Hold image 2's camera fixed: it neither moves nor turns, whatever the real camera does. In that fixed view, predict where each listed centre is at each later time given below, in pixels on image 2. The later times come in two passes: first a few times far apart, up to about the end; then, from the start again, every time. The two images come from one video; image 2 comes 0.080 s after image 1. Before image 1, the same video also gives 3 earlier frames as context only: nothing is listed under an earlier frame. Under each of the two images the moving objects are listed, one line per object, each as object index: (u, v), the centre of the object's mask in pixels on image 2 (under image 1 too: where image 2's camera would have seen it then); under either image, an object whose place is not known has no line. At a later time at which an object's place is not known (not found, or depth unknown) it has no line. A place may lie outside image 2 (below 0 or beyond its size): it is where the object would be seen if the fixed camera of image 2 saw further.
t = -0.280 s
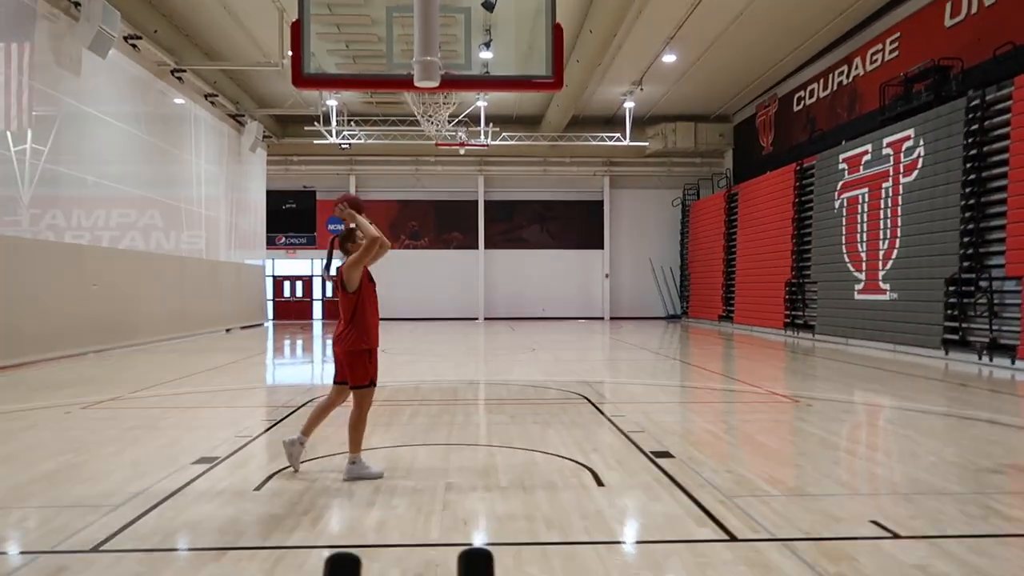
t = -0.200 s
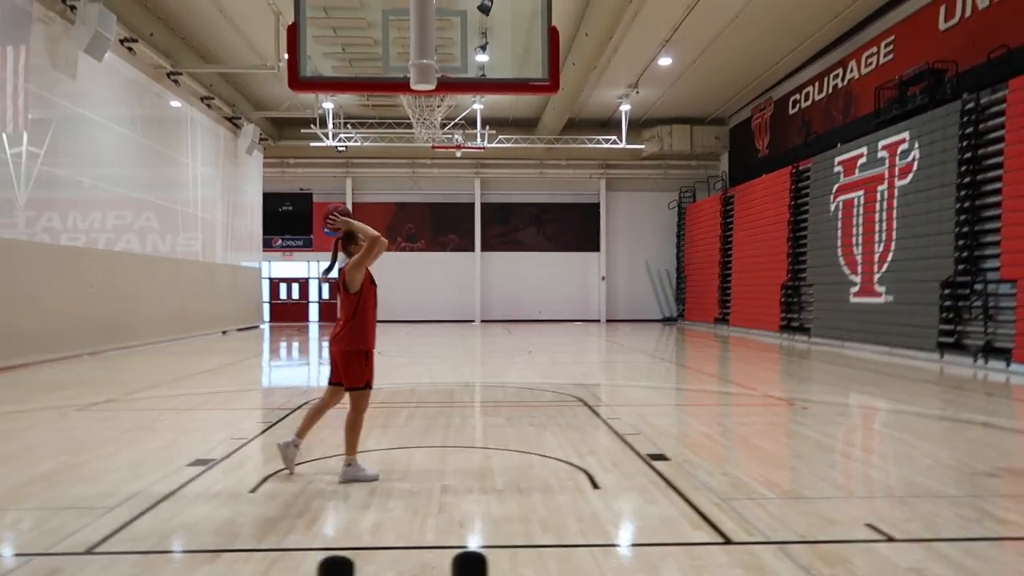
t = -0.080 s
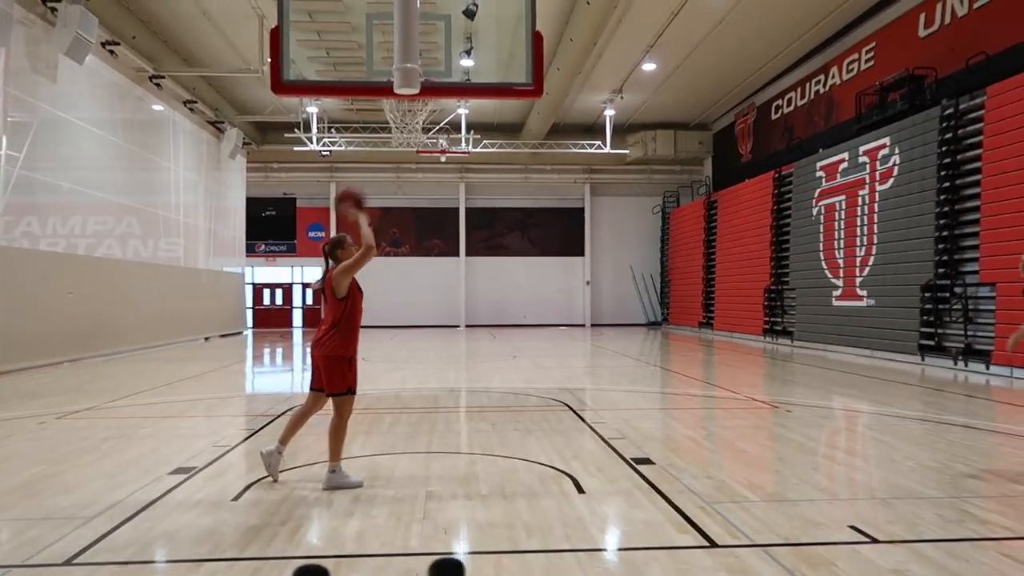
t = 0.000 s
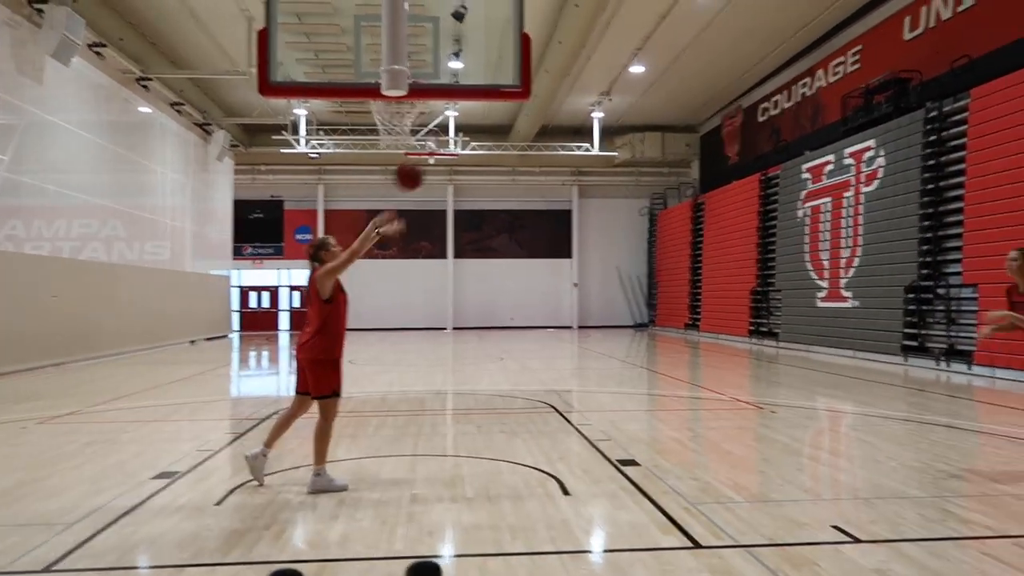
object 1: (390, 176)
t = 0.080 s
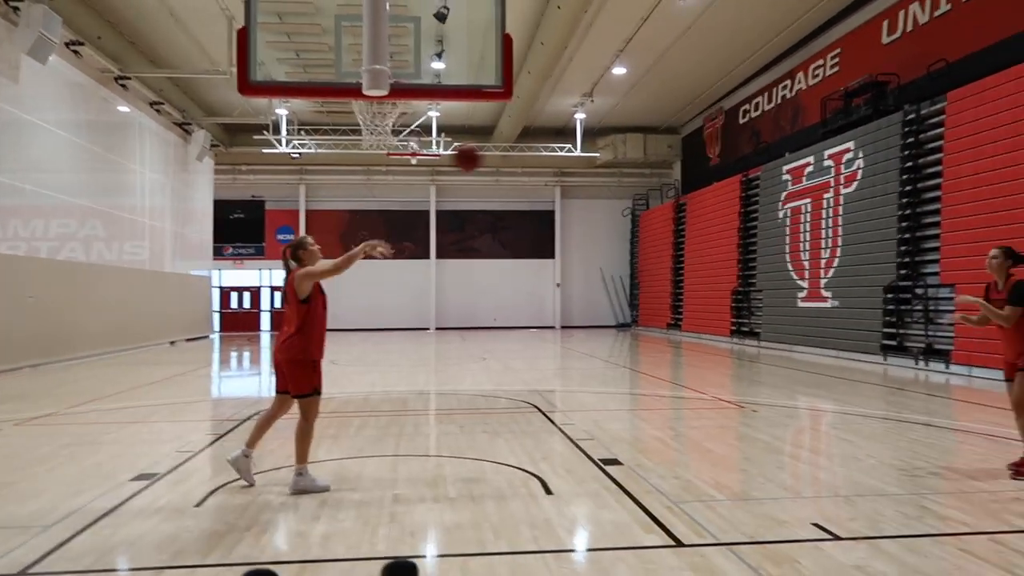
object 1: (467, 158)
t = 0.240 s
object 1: (611, 143)
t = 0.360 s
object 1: (719, 155)
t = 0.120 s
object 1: (504, 152)
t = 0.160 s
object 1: (540, 145)
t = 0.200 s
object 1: (577, 143)
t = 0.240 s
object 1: (611, 143)
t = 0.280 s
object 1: (648, 145)
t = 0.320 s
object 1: (684, 150)
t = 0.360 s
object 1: (719, 155)
